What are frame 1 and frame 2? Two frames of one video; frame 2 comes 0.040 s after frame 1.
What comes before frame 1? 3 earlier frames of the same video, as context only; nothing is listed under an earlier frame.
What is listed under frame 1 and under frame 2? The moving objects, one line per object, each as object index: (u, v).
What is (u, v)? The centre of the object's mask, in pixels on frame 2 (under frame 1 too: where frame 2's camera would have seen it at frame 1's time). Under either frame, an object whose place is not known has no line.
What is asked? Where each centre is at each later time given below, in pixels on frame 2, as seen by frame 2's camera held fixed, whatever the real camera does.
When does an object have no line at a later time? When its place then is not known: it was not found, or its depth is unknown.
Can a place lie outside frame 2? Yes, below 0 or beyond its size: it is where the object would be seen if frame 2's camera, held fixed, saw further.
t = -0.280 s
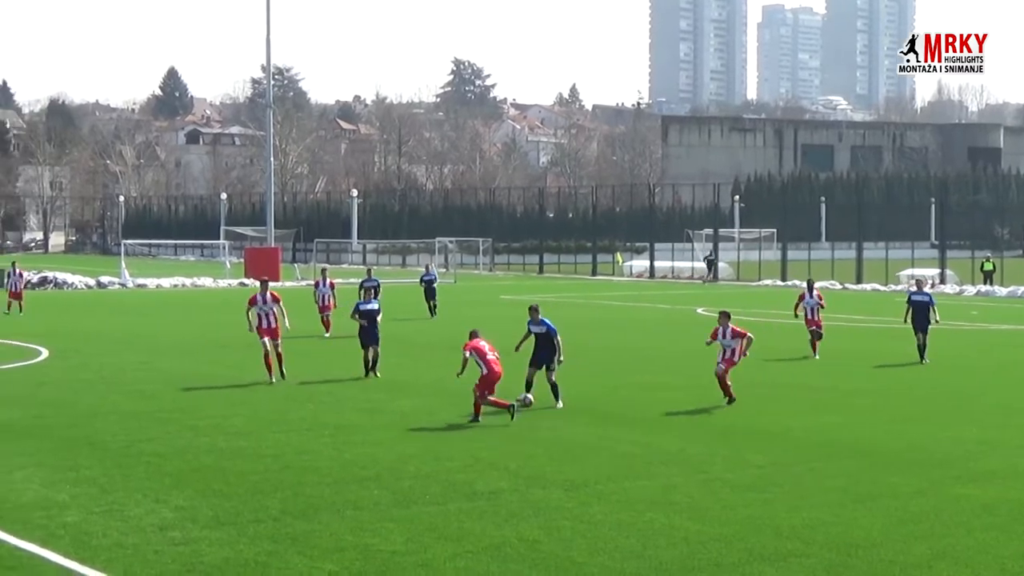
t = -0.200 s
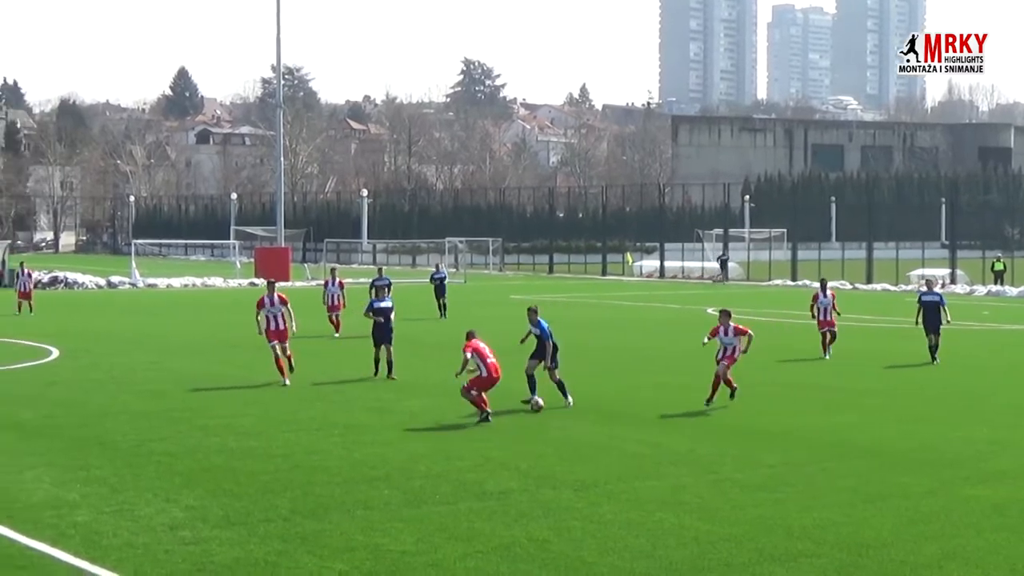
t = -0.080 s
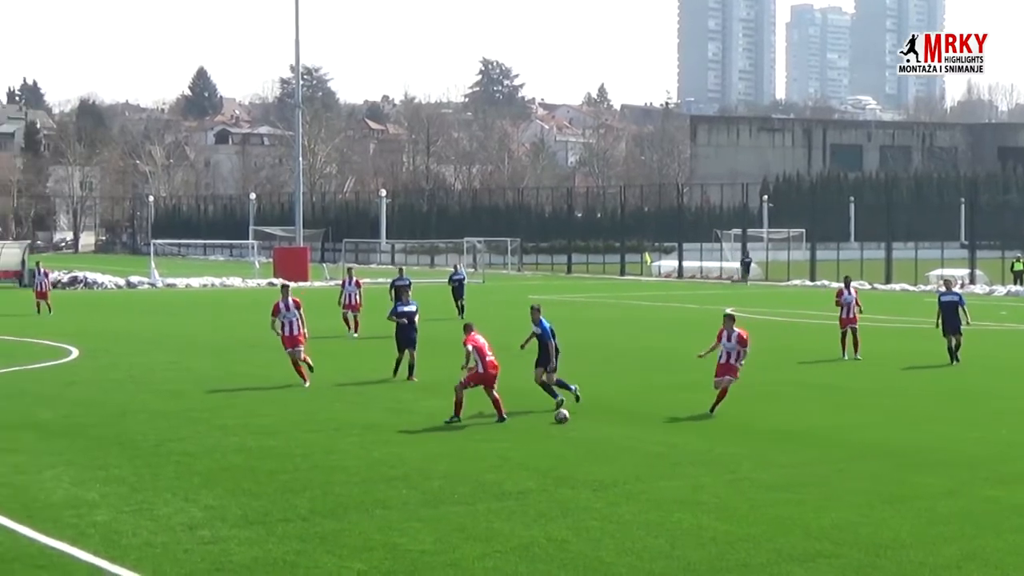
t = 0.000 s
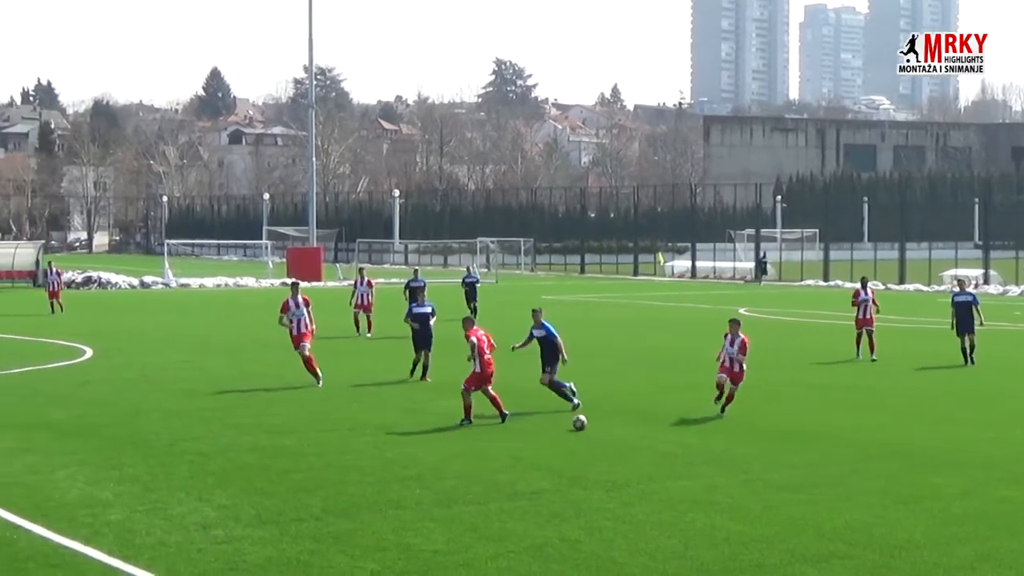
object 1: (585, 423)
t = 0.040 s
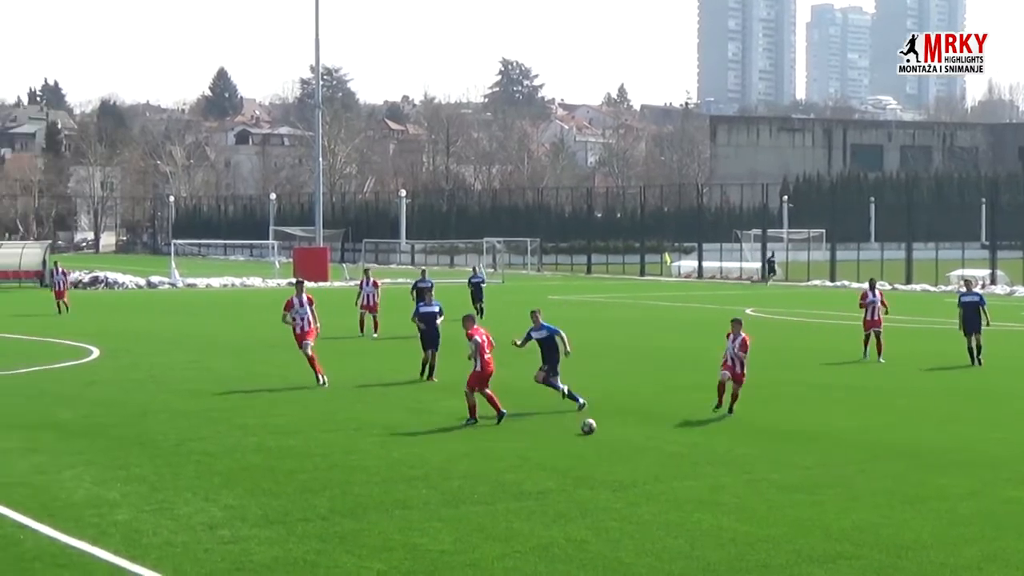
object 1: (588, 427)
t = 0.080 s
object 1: (591, 431)
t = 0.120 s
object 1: (594, 434)
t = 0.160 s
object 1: (597, 437)
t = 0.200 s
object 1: (600, 441)
